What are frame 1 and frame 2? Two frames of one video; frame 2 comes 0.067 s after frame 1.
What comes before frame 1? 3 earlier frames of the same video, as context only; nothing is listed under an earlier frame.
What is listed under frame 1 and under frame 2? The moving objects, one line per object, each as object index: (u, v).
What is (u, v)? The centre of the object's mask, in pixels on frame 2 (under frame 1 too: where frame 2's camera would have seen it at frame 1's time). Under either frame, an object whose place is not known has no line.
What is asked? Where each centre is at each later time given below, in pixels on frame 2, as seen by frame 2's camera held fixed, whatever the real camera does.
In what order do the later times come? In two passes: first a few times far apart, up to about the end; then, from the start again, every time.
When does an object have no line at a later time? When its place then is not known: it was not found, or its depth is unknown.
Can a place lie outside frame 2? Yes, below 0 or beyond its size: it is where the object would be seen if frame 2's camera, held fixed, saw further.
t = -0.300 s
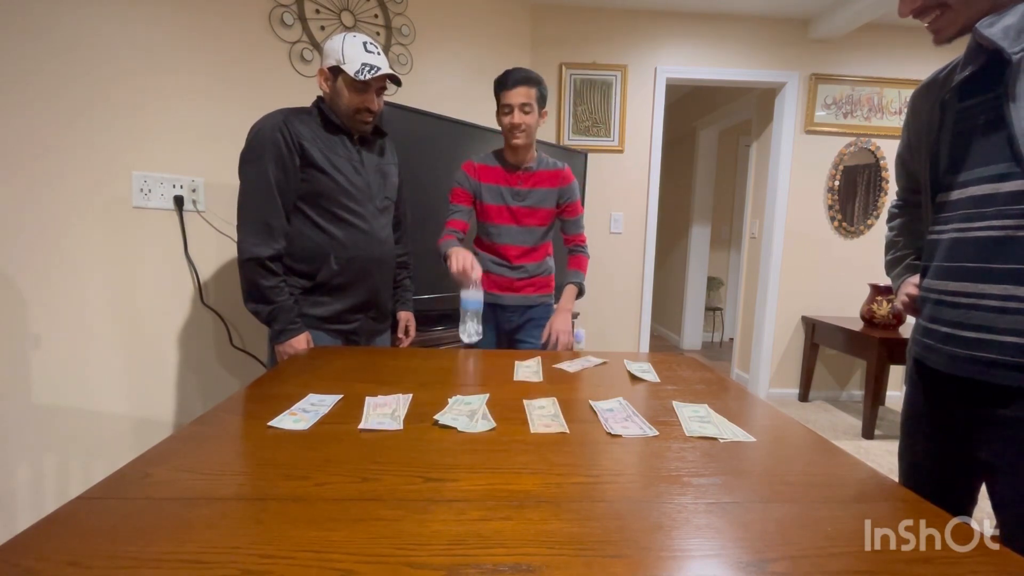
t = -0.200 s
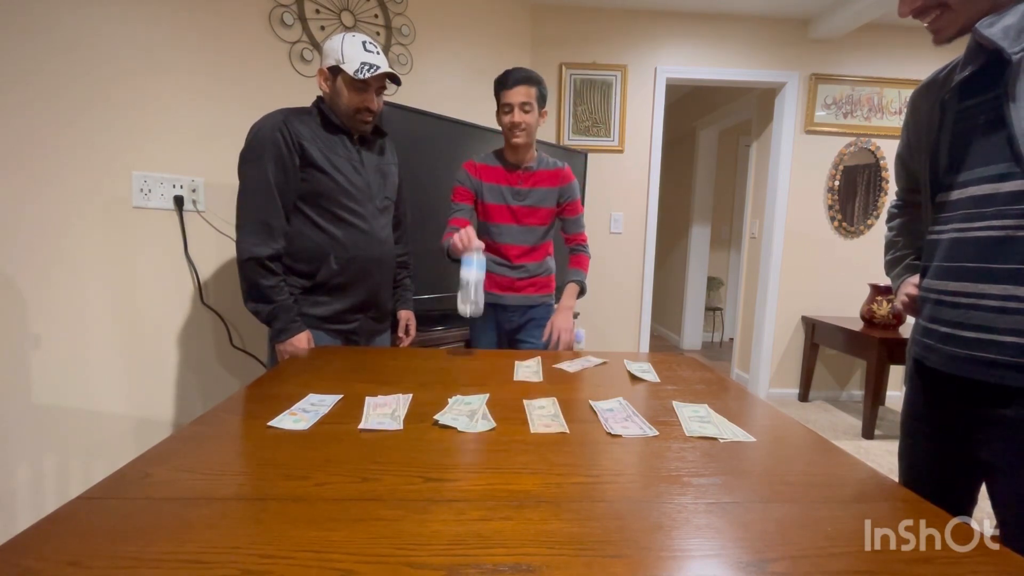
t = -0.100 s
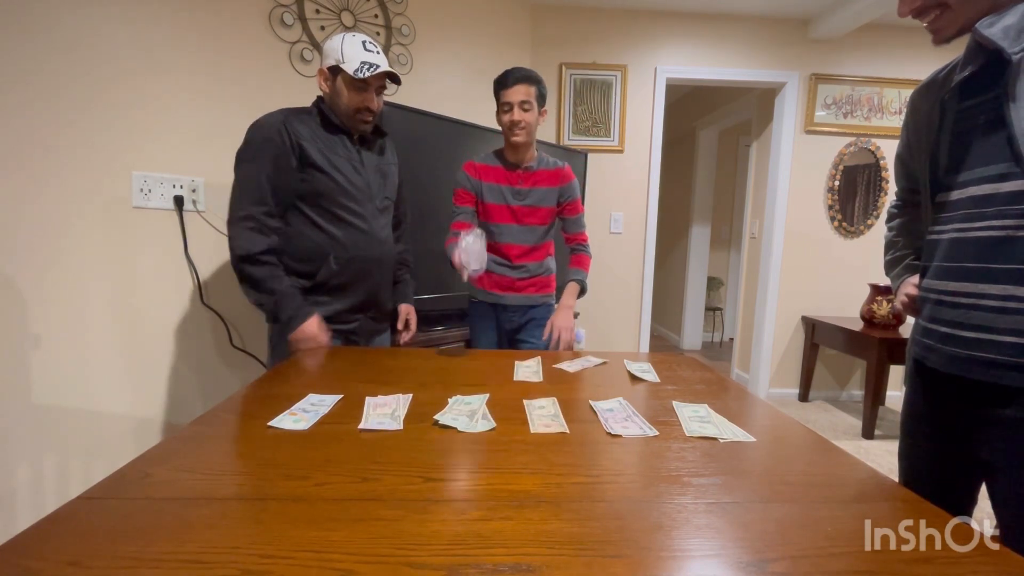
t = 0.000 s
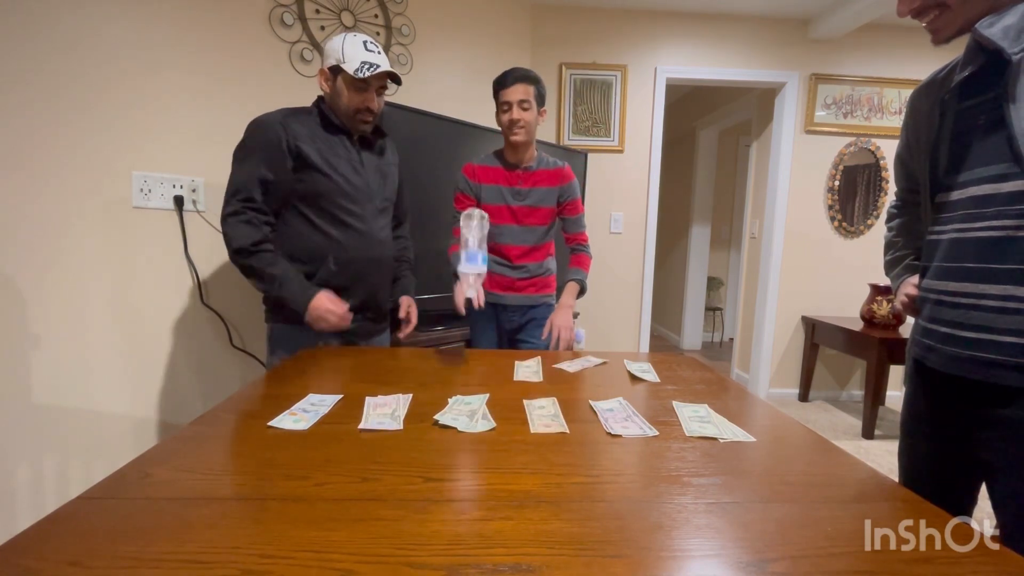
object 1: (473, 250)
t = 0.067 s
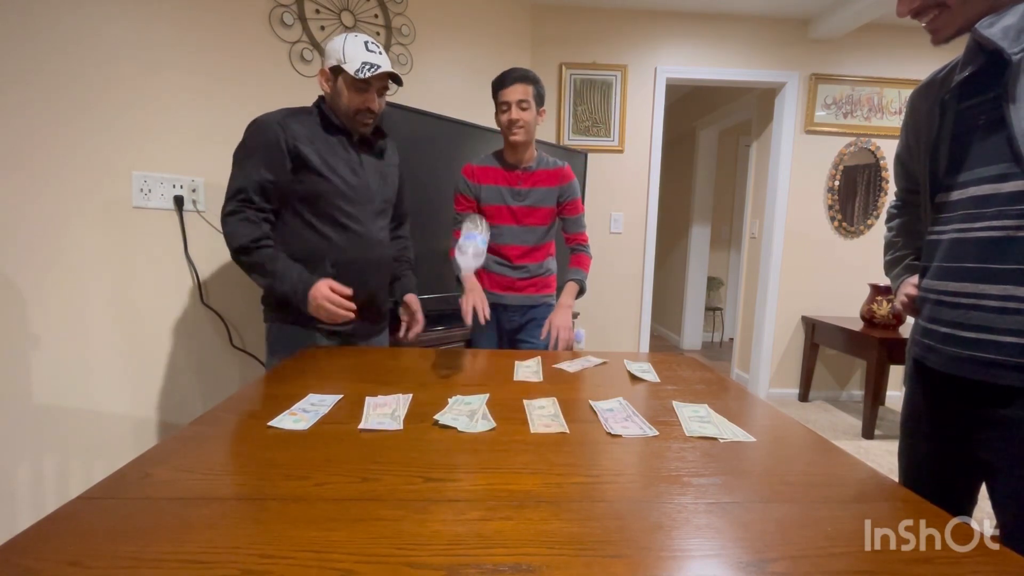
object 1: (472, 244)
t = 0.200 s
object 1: (473, 298)
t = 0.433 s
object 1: (476, 336)
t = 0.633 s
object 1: (474, 337)
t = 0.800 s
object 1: (474, 337)
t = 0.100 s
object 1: (473, 248)
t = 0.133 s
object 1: (473, 259)
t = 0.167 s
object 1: (472, 273)
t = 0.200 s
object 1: (473, 298)
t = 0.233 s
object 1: (473, 328)
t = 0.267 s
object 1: (474, 336)
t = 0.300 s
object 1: (476, 336)
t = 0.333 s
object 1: (475, 335)
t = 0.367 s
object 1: (475, 335)
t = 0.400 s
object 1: (475, 335)
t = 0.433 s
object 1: (476, 336)
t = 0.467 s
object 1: (476, 336)
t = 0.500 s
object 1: (474, 335)
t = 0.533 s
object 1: (475, 336)
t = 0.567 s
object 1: (475, 336)
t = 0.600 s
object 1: (474, 336)
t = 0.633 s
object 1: (474, 337)
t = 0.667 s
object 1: (474, 337)
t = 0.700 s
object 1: (474, 337)
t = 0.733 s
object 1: (474, 337)
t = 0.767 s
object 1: (474, 337)
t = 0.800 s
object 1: (474, 337)
